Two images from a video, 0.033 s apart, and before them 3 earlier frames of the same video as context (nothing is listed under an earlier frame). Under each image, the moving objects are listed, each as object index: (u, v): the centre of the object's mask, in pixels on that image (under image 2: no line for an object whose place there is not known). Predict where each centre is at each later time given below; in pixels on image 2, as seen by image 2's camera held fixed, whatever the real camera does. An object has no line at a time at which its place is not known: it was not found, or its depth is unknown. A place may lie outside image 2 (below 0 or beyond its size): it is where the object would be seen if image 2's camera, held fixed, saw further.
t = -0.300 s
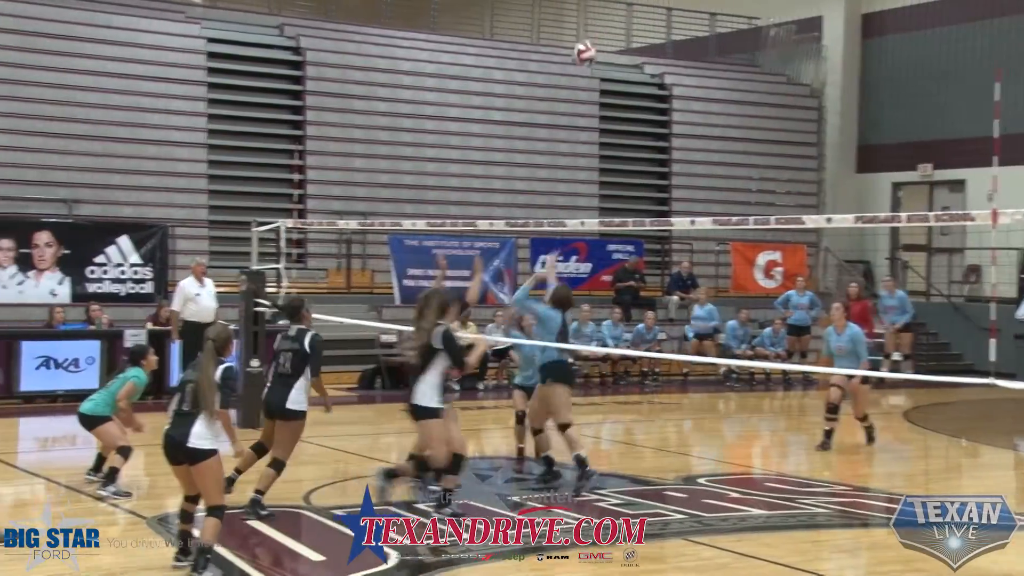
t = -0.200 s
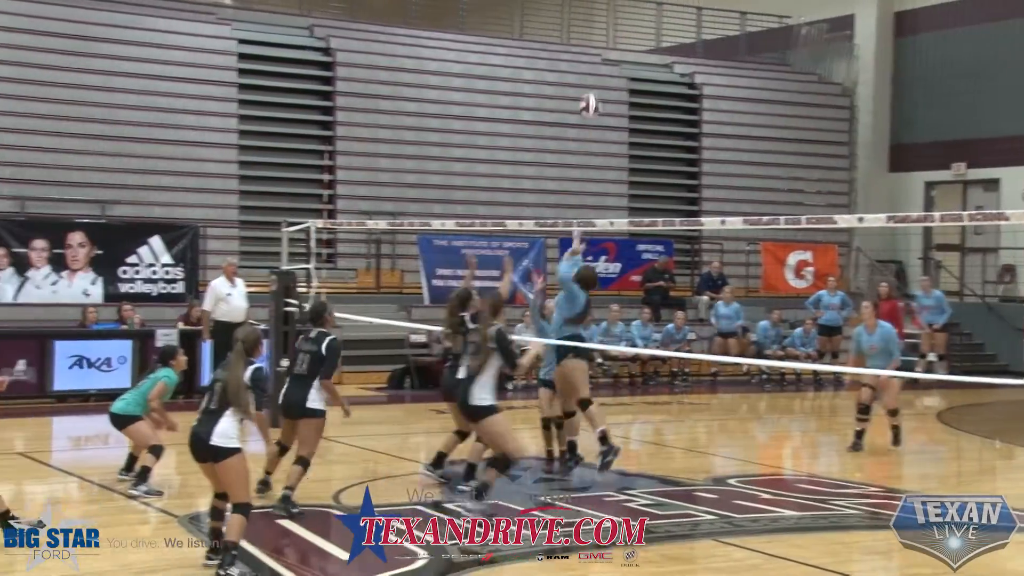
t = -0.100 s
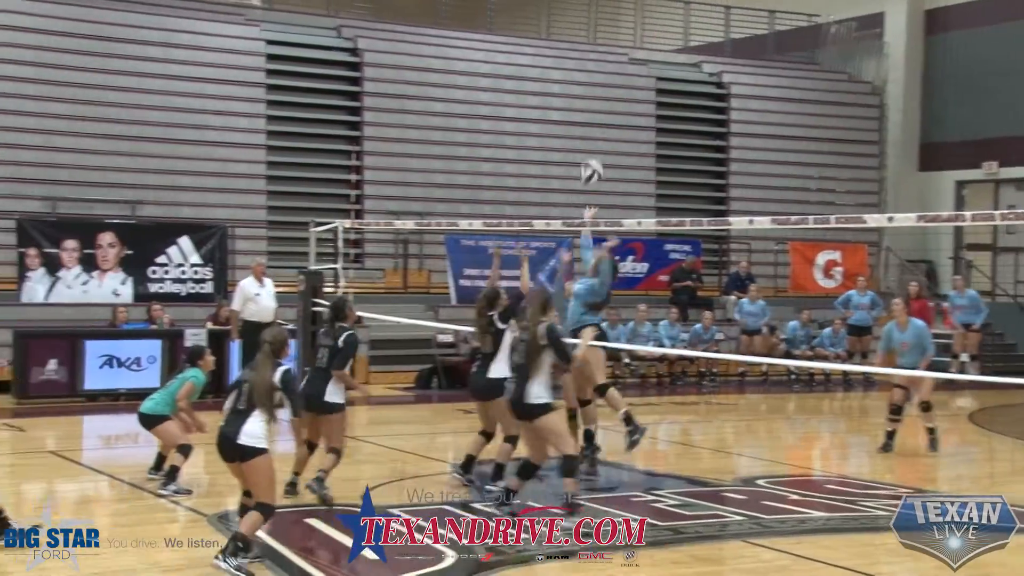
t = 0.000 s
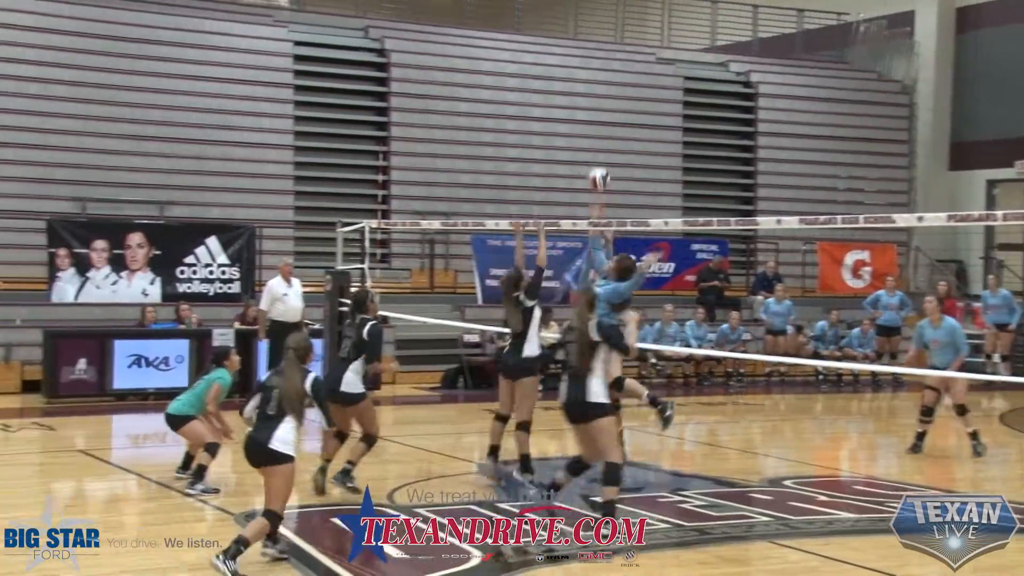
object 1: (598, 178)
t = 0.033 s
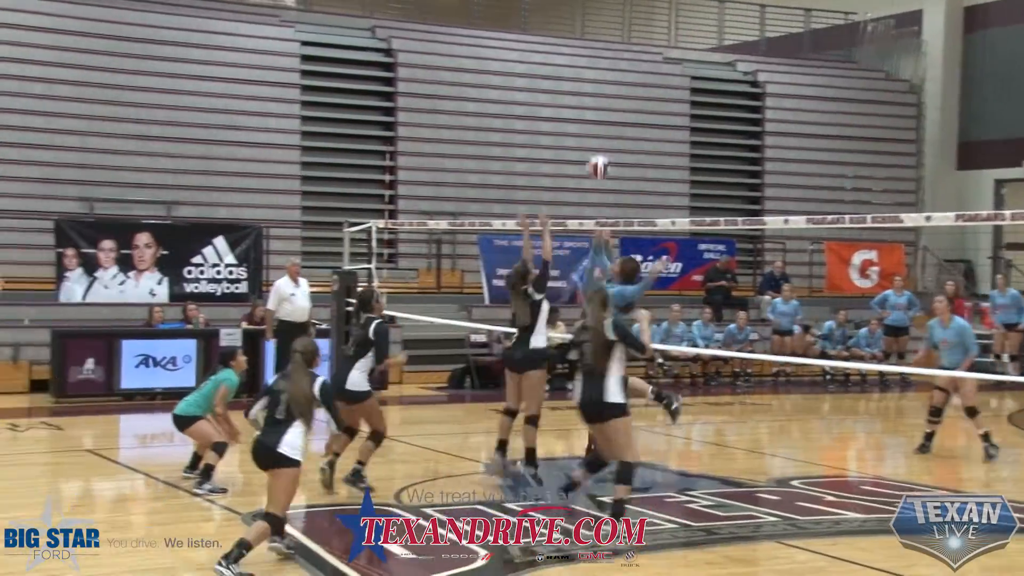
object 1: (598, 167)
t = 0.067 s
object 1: (590, 156)
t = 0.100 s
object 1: (580, 147)
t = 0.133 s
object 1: (573, 140)
